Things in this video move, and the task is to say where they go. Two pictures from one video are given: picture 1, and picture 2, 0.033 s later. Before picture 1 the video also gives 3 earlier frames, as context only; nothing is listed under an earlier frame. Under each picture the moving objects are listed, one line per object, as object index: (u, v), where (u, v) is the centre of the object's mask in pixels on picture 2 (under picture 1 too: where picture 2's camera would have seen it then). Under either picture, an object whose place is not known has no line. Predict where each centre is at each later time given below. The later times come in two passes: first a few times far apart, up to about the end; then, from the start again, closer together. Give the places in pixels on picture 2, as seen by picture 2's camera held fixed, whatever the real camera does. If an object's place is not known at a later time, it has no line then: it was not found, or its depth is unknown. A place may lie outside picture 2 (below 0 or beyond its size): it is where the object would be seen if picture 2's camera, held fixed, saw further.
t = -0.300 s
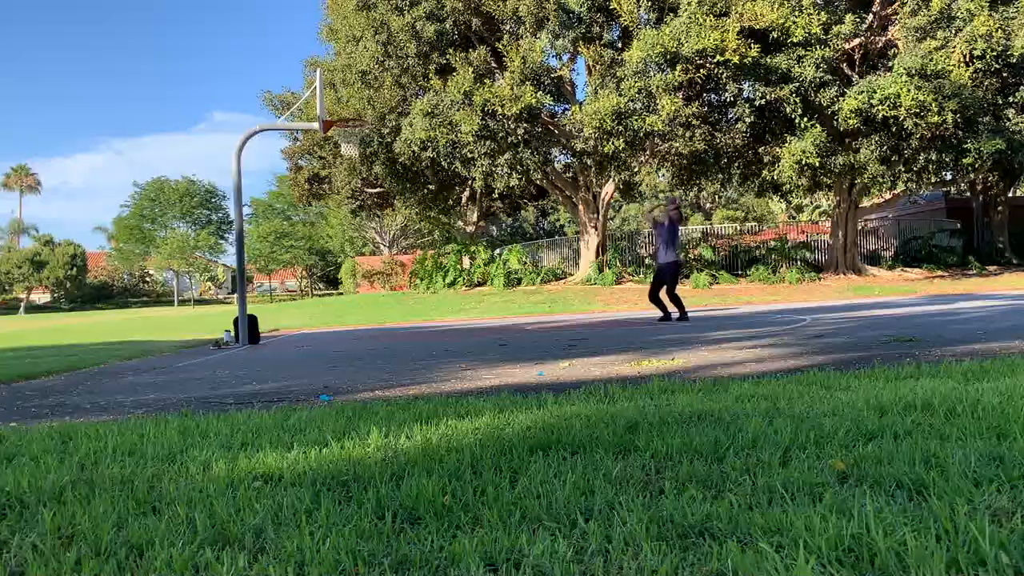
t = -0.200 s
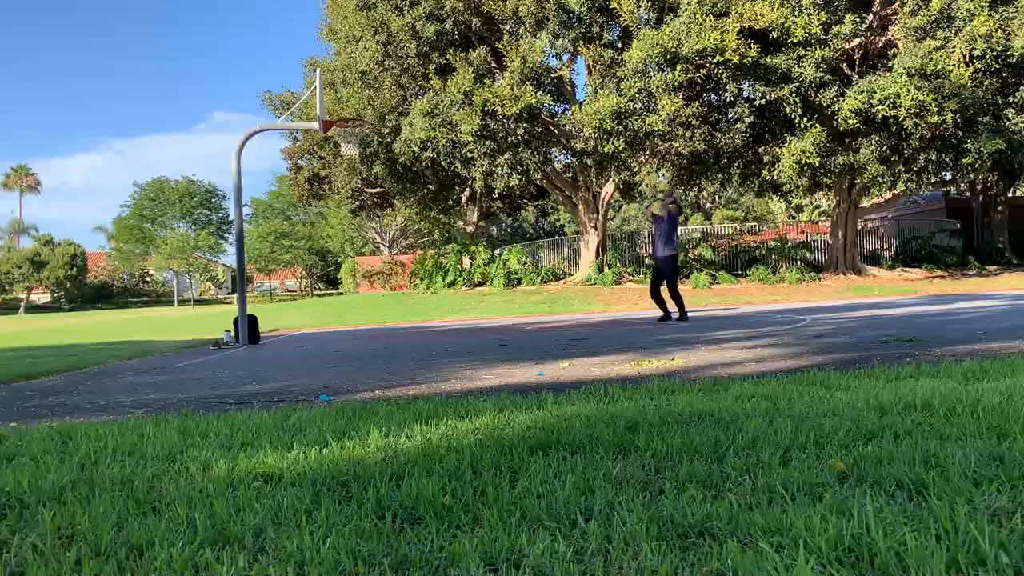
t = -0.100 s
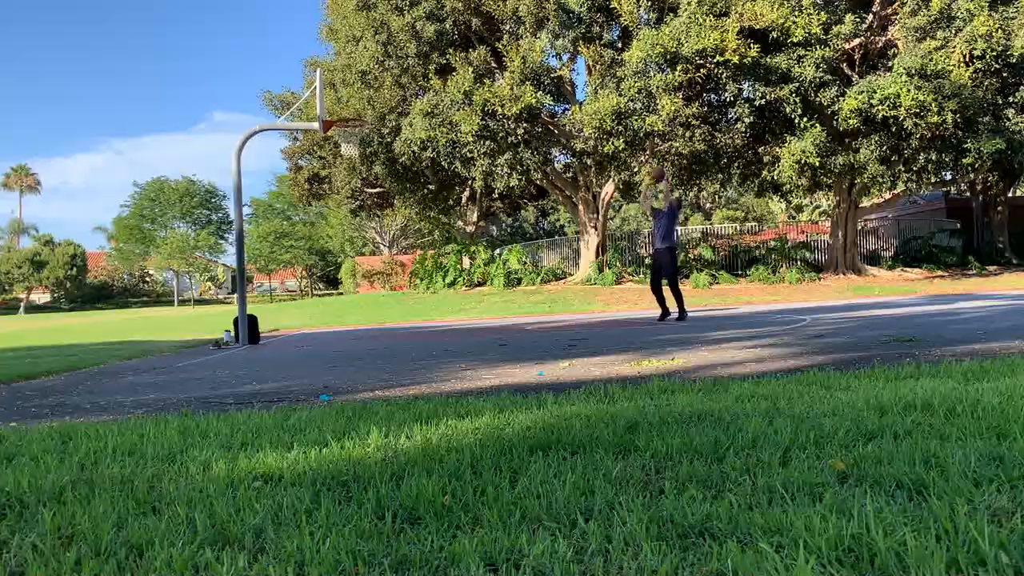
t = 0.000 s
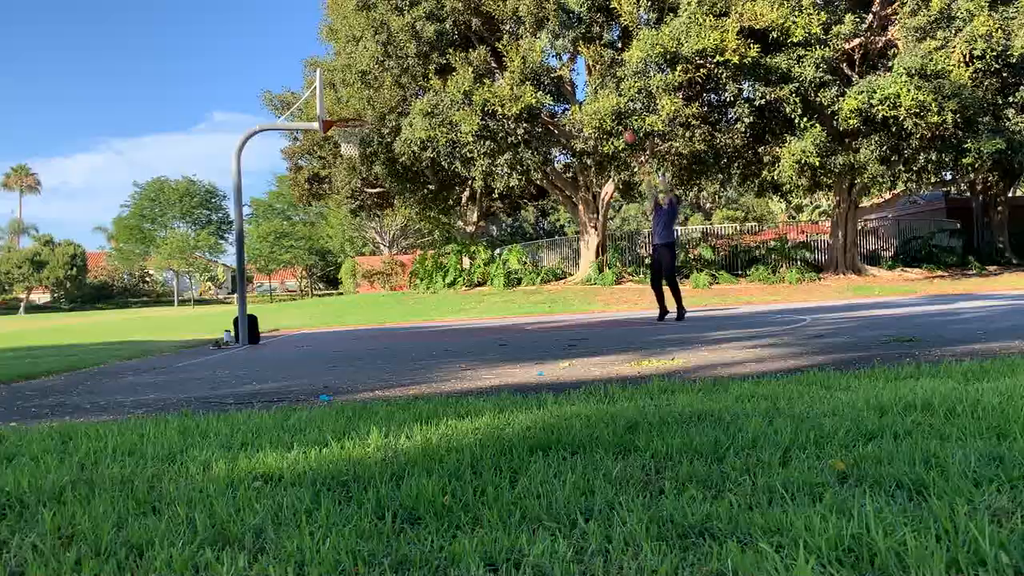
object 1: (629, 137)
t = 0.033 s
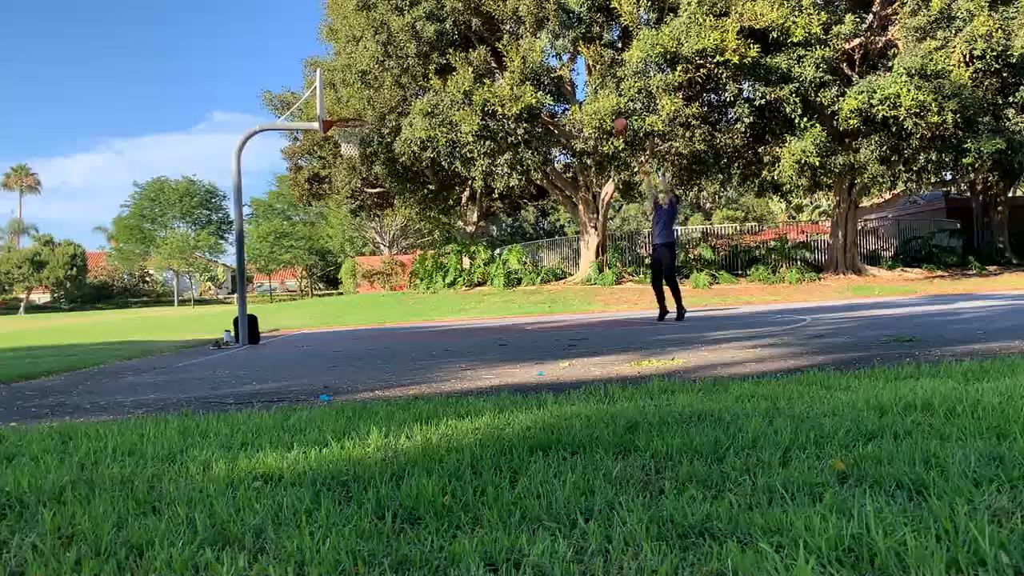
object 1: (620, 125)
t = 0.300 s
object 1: (542, 62)
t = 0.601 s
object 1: (456, 47)
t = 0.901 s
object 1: (375, 94)
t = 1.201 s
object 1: (331, 153)
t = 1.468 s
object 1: (326, 214)
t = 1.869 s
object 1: (323, 294)
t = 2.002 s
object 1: (328, 260)
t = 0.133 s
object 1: (591, 96)
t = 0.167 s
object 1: (581, 88)
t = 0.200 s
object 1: (570, 80)
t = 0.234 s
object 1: (560, 73)
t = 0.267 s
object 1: (551, 68)
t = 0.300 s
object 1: (542, 62)
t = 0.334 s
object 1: (532, 58)
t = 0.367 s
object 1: (522, 53)
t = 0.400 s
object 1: (513, 50)
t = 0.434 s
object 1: (503, 48)
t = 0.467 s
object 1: (494, 47)
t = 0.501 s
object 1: (484, 45)
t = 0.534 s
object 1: (475, 45)
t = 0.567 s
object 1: (465, 46)
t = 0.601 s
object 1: (456, 47)
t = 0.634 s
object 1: (447, 50)
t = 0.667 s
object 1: (438, 53)
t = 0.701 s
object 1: (428, 56)
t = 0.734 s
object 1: (419, 60)
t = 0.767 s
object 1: (410, 66)
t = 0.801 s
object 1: (402, 71)
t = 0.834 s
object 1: (392, 78)
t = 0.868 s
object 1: (383, 85)
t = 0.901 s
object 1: (375, 94)
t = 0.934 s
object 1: (367, 104)
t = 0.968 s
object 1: (358, 113)
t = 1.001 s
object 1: (350, 125)
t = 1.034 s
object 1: (339, 133)
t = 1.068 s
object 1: (336, 142)
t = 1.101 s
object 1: (333, 144)
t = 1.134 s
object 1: (333, 146)
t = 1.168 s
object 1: (332, 149)
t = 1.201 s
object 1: (331, 153)
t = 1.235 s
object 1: (330, 158)
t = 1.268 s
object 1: (329, 164)
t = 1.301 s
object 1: (327, 170)
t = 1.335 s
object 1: (326, 177)
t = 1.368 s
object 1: (325, 186)
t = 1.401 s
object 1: (325, 195)
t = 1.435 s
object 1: (325, 204)
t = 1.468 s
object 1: (326, 214)
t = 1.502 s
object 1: (324, 226)
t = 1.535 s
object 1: (323, 238)
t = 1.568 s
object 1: (322, 251)
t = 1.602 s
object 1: (320, 265)
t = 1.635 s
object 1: (323, 279)
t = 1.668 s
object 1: (319, 295)
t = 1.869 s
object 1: (323, 294)
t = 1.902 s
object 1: (325, 283)
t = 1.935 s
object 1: (326, 276)
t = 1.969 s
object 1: (326, 267)
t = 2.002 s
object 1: (328, 260)
